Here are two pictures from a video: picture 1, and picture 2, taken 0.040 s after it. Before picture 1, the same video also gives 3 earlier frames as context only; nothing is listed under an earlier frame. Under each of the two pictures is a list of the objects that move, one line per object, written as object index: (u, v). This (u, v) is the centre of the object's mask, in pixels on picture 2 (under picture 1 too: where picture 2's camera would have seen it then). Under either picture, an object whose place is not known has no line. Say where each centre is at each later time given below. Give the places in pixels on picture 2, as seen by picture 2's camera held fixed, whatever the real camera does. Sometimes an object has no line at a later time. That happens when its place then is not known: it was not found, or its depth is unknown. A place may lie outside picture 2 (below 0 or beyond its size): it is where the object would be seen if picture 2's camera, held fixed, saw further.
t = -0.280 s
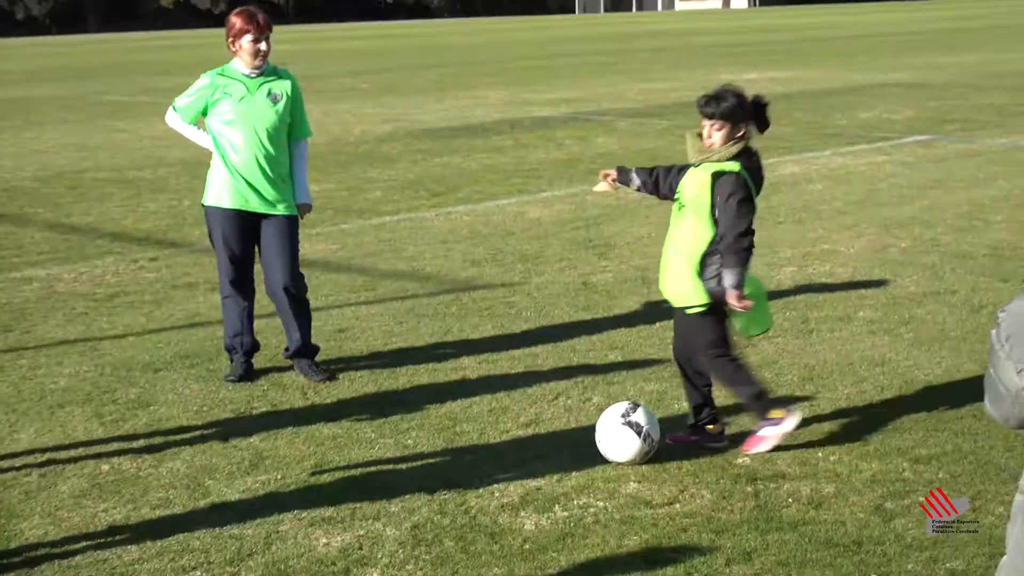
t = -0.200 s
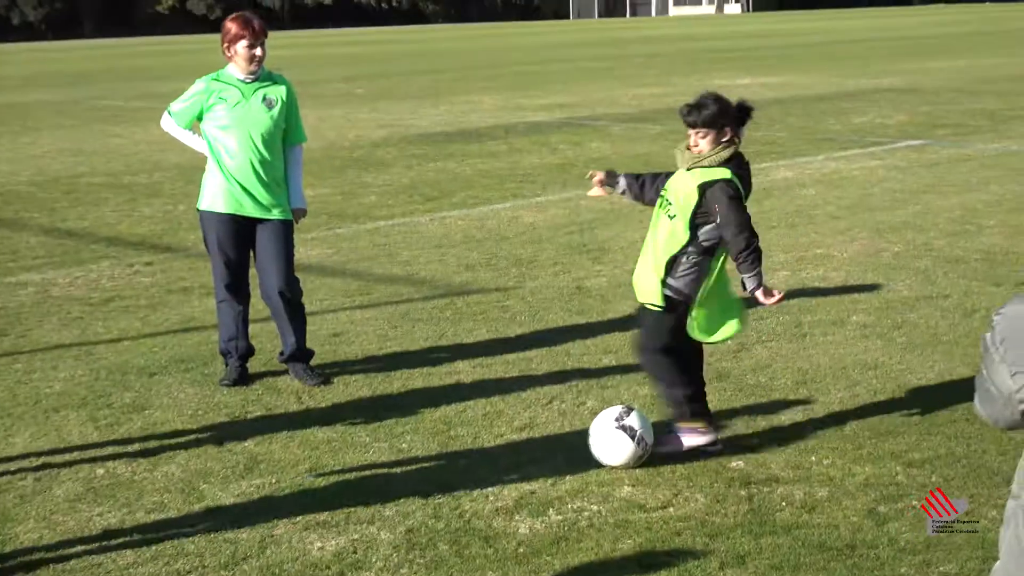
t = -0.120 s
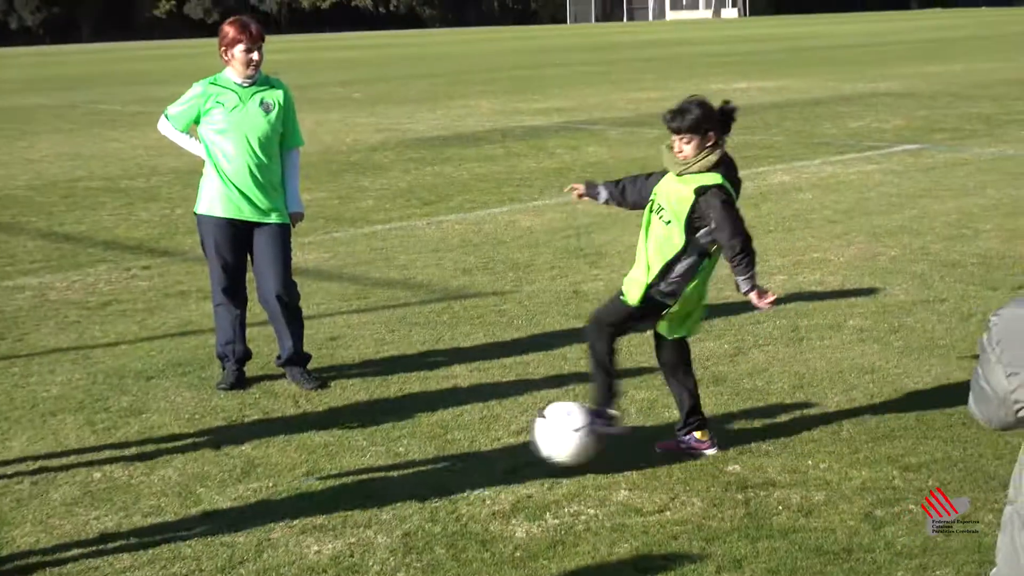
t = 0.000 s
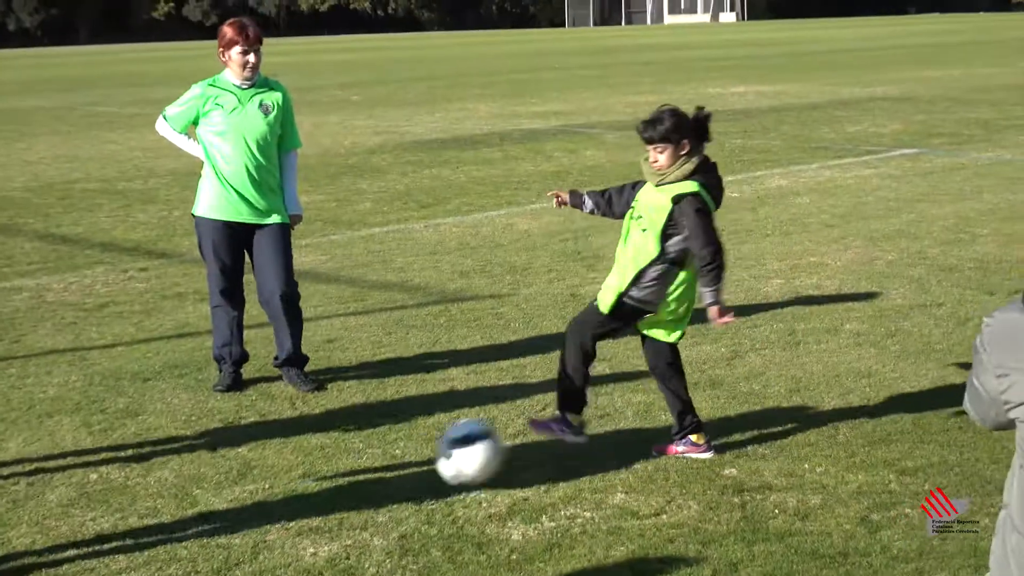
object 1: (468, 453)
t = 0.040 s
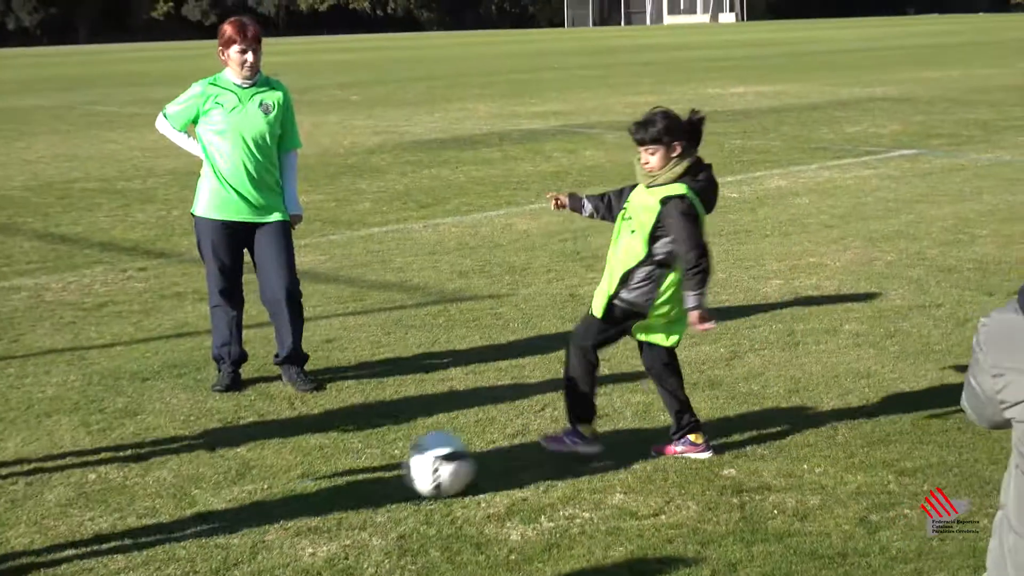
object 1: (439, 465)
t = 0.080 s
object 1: (420, 465)
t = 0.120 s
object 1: (403, 465)
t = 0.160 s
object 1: (385, 469)
